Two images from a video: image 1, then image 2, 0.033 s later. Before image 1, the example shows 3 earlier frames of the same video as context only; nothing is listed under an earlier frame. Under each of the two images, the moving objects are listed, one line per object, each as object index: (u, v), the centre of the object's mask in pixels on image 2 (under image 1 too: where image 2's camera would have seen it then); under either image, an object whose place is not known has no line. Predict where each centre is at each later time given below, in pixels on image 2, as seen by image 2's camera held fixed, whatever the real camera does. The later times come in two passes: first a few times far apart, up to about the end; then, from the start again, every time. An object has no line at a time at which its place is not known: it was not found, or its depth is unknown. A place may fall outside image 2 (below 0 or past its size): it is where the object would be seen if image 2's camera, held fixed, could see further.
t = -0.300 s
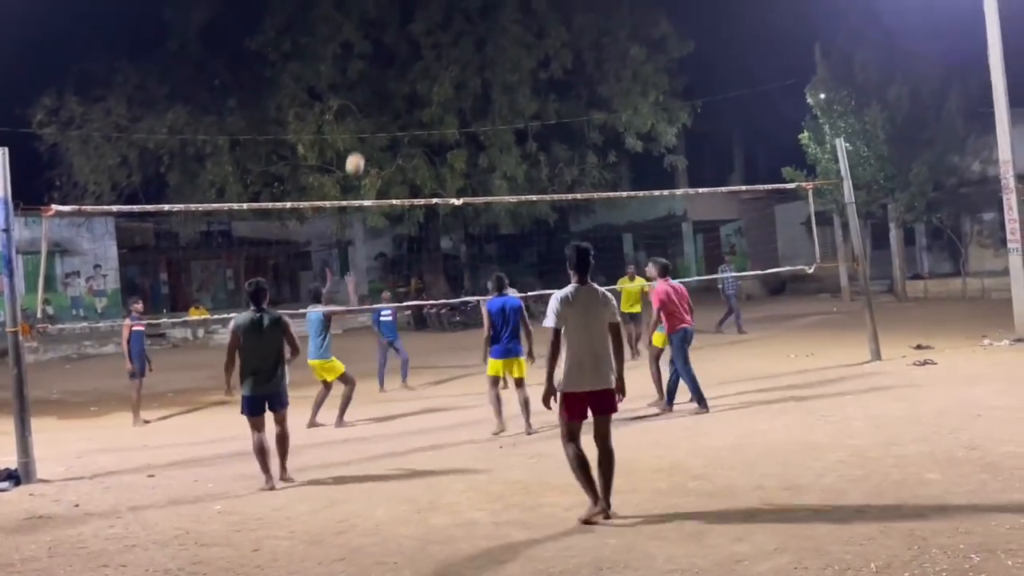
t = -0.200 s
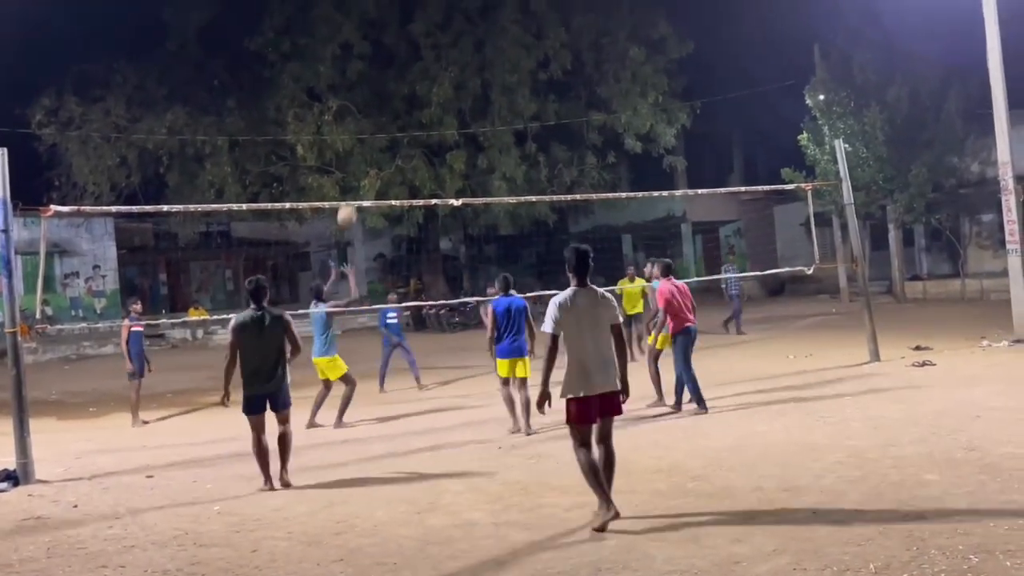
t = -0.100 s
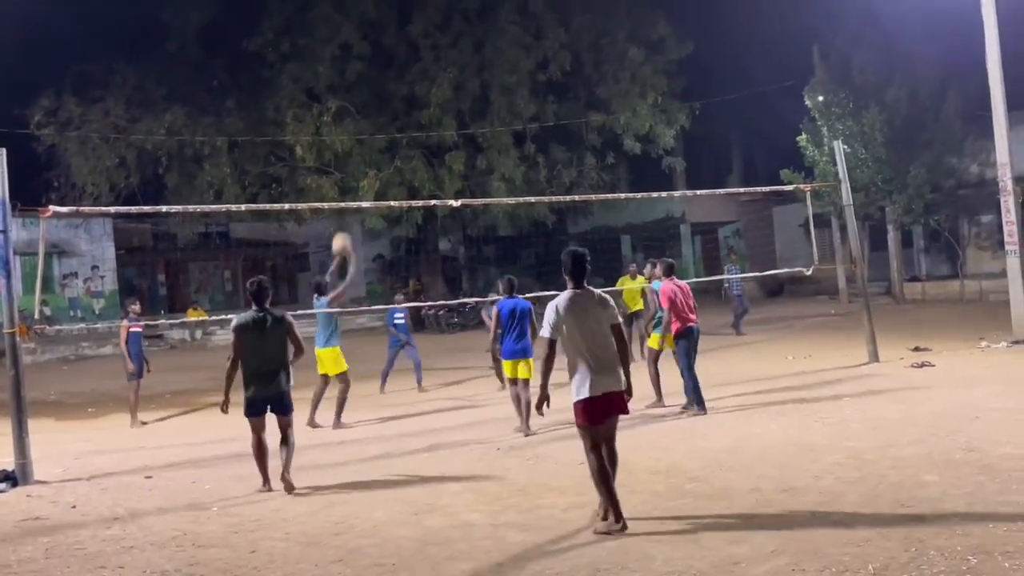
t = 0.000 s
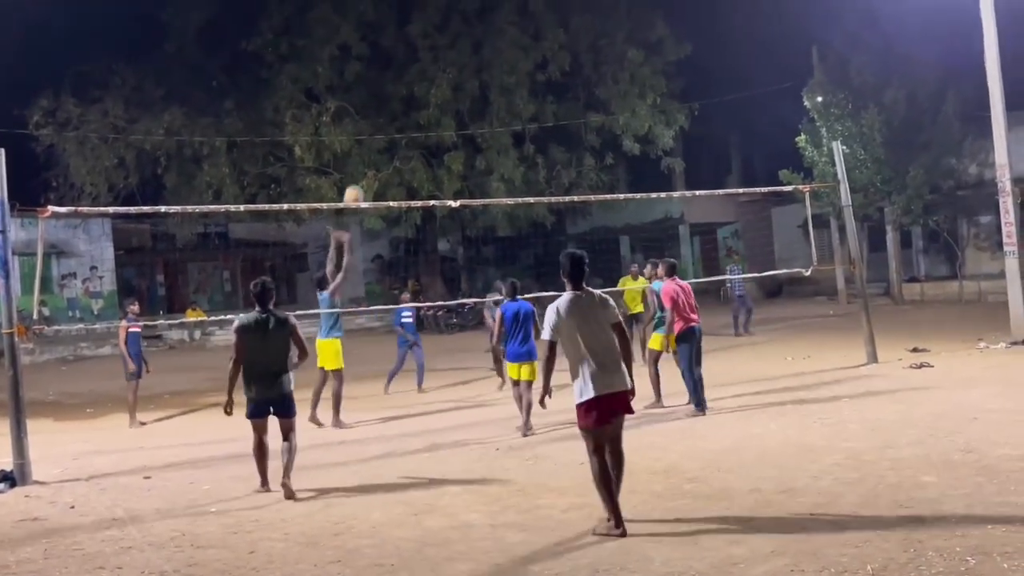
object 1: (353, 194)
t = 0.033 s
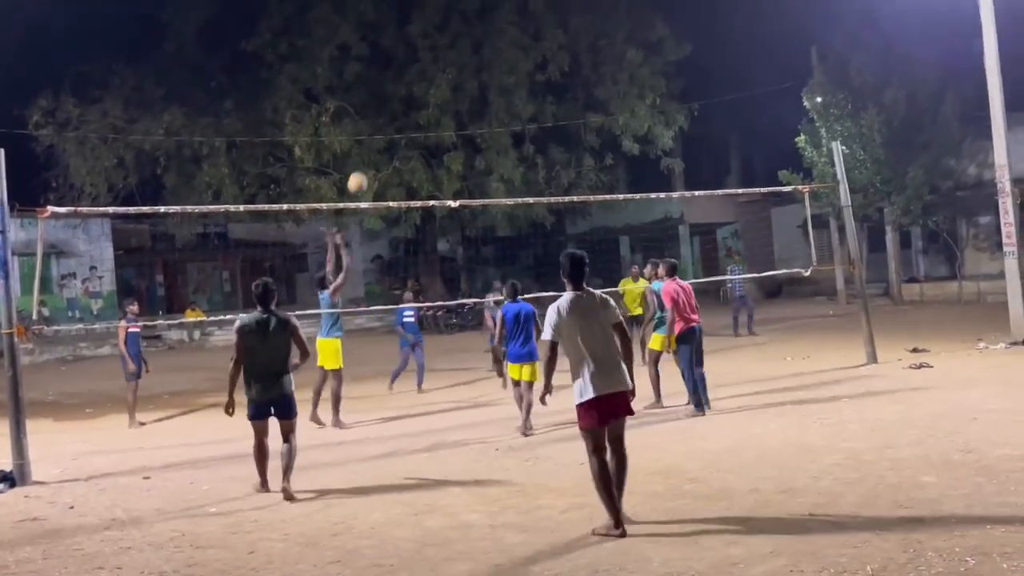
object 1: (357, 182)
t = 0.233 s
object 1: (385, 118)
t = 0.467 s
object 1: (419, 87)
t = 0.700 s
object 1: (456, 100)
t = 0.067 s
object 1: (362, 169)
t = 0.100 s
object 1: (367, 157)
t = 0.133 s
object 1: (371, 146)
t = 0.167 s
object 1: (376, 137)
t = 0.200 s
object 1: (381, 126)
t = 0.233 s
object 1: (385, 118)
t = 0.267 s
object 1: (390, 111)
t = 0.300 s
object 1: (395, 105)
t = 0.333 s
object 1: (400, 99)
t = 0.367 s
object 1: (405, 95)
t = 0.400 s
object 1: (409, 91)
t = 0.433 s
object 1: (414, 89)
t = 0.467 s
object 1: (419, 87)
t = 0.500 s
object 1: (424, 86)
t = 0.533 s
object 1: (429, 86)
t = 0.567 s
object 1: (434, 87)
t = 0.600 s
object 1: (440, 89)
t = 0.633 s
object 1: (445, 92)
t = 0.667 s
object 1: (450, 95)
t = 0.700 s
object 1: (456, 100)
